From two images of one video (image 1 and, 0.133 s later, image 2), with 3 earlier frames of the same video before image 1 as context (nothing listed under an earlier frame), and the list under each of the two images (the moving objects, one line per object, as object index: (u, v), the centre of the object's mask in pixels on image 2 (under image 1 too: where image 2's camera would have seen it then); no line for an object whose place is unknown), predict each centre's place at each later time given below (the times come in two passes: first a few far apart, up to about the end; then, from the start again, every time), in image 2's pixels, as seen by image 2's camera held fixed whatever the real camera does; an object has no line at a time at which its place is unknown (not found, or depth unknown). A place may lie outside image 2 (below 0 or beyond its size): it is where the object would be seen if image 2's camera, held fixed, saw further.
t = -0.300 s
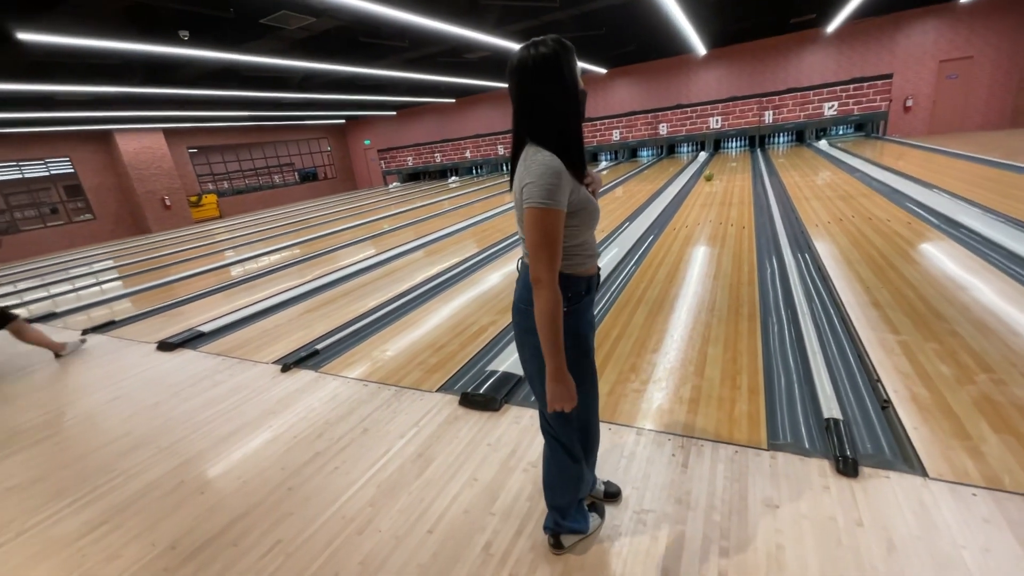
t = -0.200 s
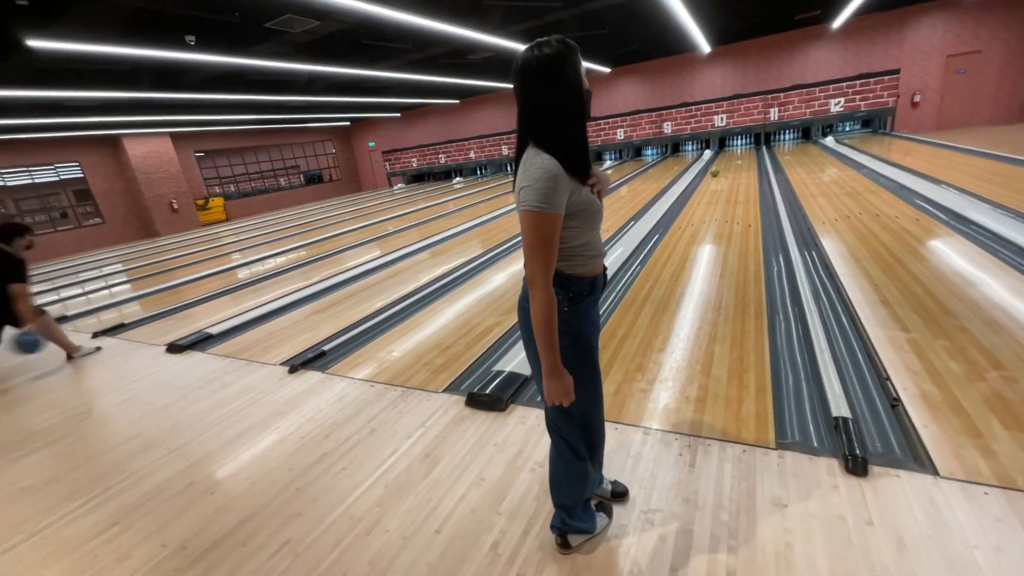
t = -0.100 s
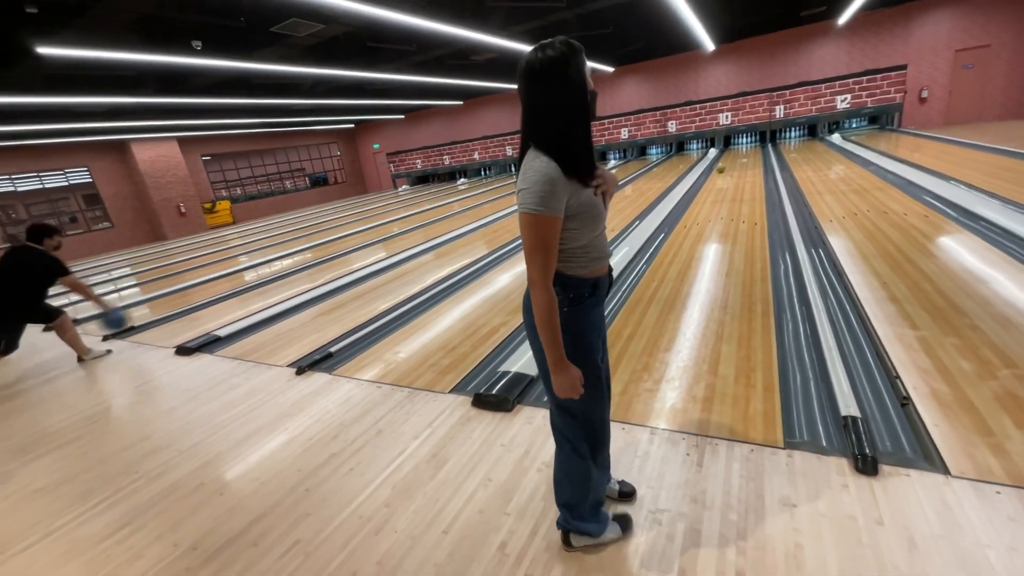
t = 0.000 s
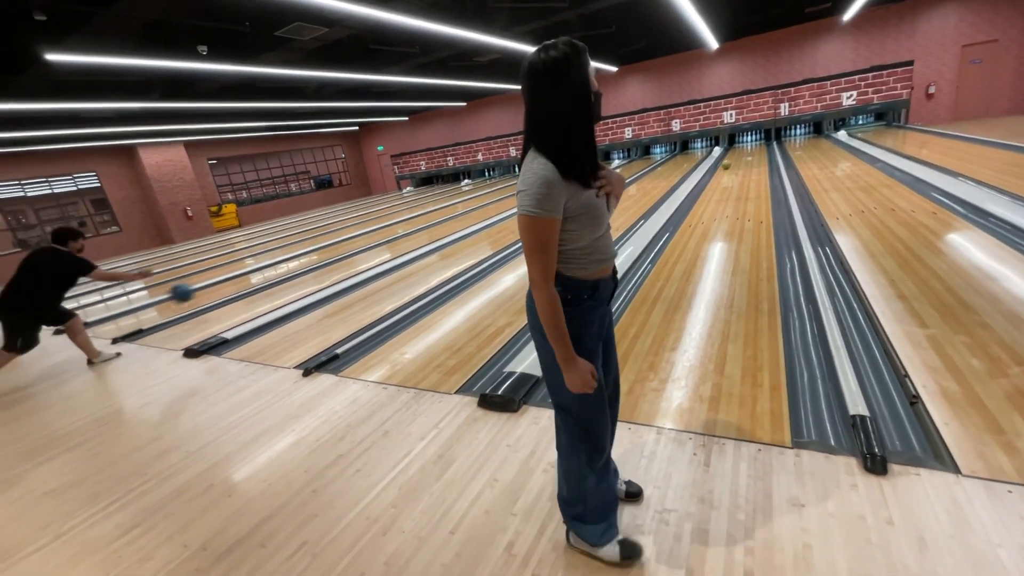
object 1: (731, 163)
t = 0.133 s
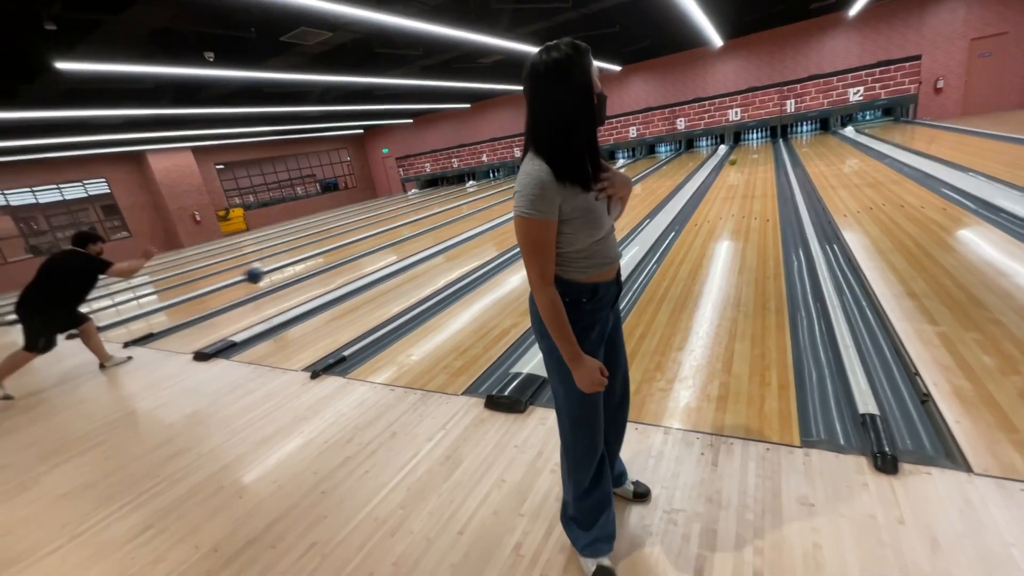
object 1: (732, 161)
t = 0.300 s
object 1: (733, 159)
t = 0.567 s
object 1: (735, 154)
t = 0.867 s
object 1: (736, 151)
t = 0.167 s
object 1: (732, 160)
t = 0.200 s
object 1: (732, 160)
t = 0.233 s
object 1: (733, 160)
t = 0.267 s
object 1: (733, 159)
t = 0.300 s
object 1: (733, 159)
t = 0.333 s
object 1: (733, 158)
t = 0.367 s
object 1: (734, 157)
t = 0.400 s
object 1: (734, 156)
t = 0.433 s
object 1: (734, 156)
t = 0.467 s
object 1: (734, 155)
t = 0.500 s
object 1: (734, 155)
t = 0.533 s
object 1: (735, 155)
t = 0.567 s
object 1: (735, 154)
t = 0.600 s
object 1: (735, 154)
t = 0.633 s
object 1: (735, 154)
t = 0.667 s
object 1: (735, 153)
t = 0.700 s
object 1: (735, 153)
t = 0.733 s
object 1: (735, 152)
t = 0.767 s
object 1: (736, 152)
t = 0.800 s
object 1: (736, 152)
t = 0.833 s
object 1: (736, 151)
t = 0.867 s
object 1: (736, 151)
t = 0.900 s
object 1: (736, 151)
